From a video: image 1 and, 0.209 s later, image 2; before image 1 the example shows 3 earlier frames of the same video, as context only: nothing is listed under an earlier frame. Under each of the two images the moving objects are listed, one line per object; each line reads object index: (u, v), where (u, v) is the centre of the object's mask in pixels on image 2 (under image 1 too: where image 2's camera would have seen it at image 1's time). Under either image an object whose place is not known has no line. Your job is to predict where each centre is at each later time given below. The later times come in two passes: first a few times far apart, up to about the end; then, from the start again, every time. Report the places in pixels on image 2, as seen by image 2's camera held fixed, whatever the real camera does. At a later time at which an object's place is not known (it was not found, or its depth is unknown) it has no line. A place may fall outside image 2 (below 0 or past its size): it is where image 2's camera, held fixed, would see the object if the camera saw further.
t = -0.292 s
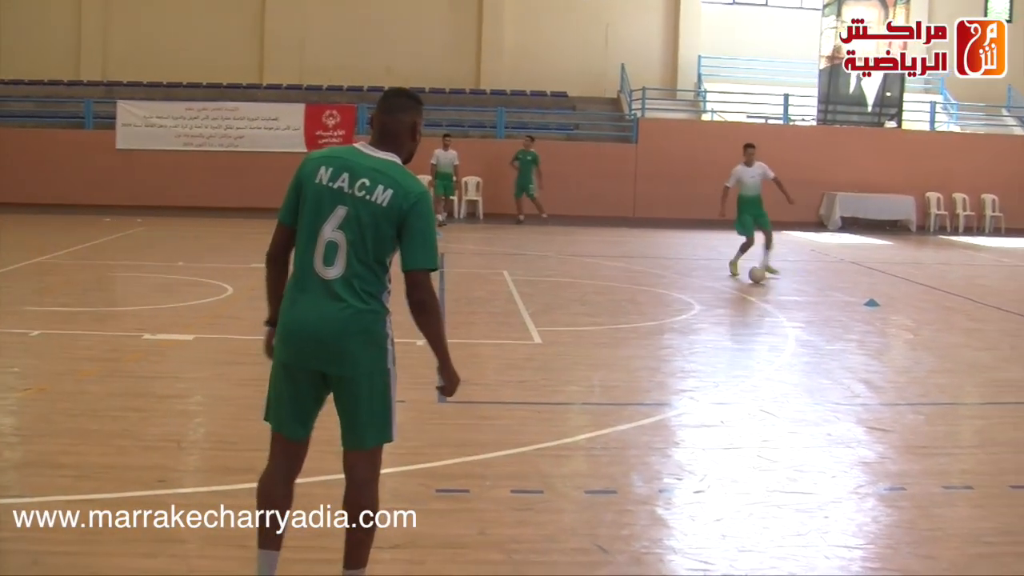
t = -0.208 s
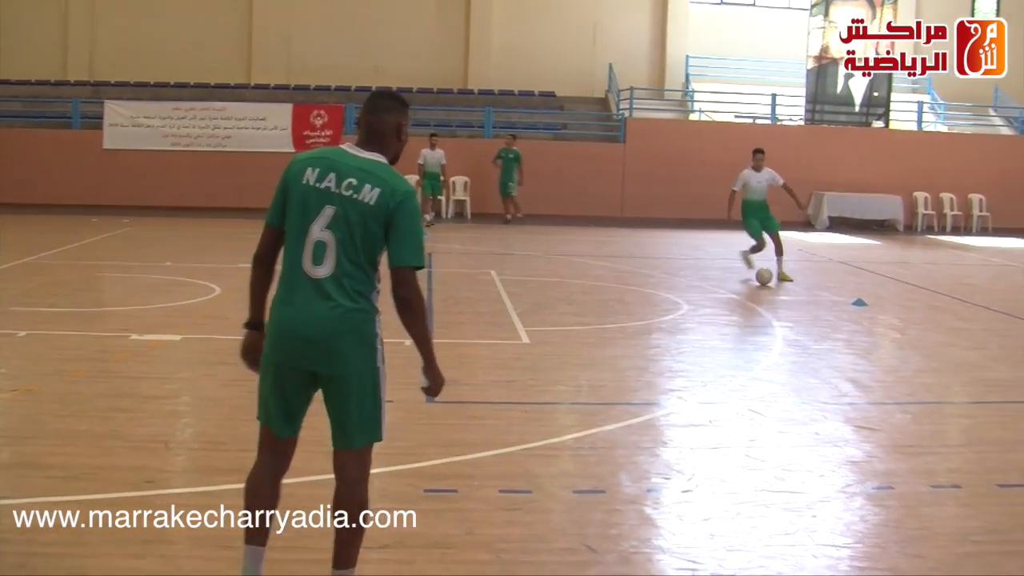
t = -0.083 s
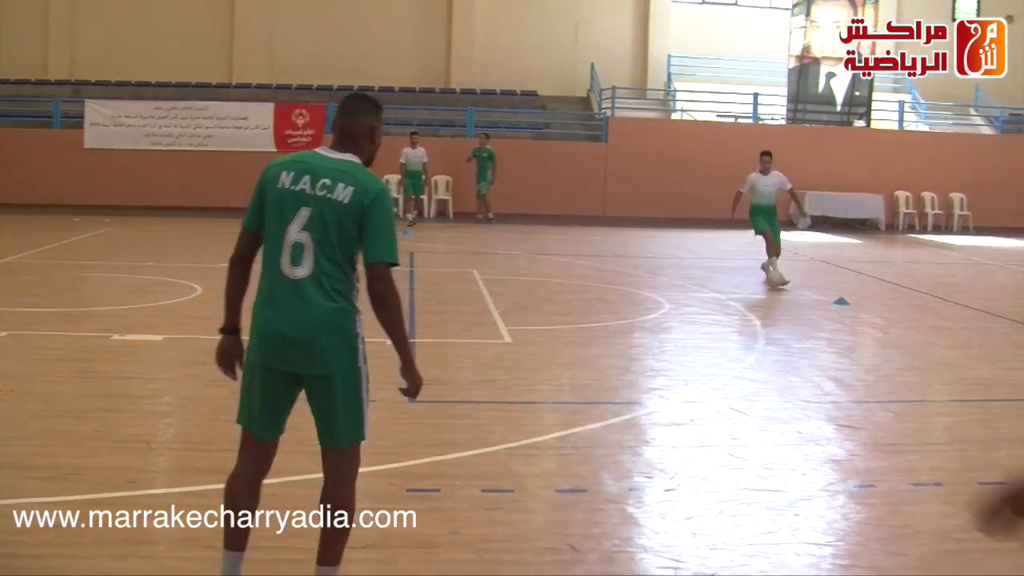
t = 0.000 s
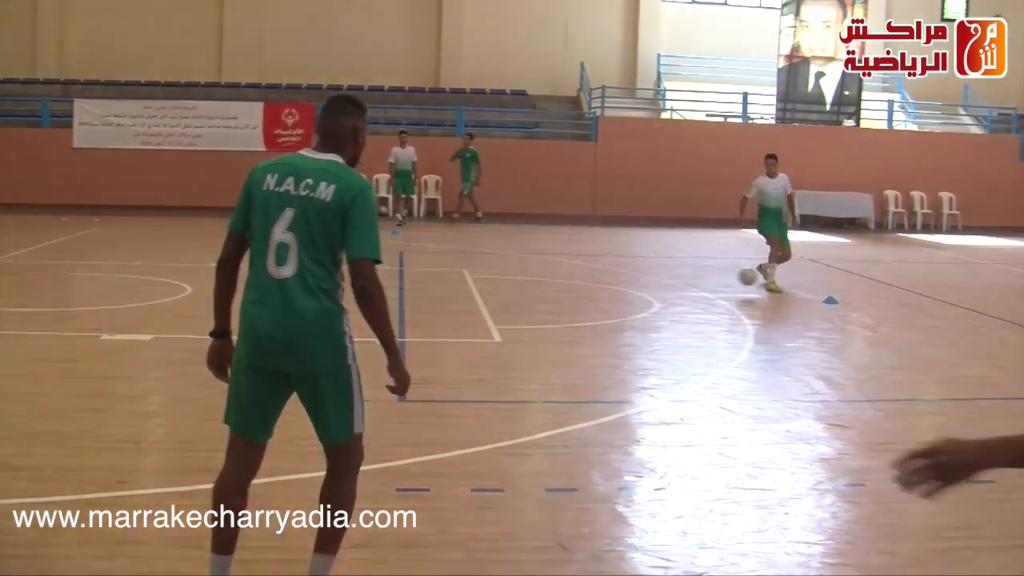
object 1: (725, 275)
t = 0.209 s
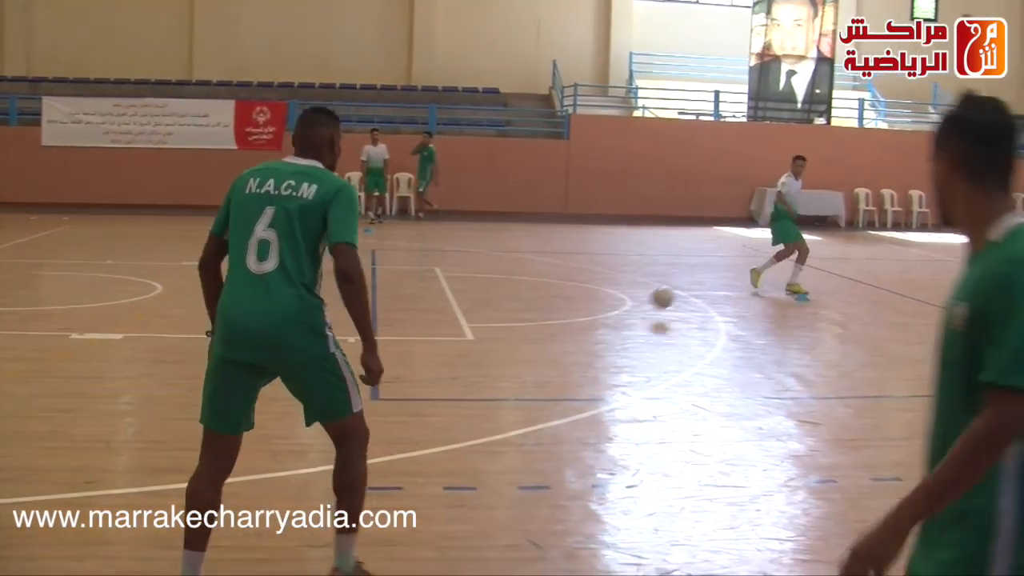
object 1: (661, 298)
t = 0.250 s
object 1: (646, 309)
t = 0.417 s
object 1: (582, 334)
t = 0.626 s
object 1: (477, 382)
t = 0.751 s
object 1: (398, 414)
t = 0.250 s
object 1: (646, 309)
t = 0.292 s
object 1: (630, 319)
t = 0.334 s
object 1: (615, 322)
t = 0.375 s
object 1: (599, 326)
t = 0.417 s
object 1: (582, 334)
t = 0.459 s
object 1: (564, 344)
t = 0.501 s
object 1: (544, 354)
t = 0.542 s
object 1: (522, 362)
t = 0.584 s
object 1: (500, 372)
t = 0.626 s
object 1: (477, 382)
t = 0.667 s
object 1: (452, 392)
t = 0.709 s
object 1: (427, 401)
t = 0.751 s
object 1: (398, 414)
